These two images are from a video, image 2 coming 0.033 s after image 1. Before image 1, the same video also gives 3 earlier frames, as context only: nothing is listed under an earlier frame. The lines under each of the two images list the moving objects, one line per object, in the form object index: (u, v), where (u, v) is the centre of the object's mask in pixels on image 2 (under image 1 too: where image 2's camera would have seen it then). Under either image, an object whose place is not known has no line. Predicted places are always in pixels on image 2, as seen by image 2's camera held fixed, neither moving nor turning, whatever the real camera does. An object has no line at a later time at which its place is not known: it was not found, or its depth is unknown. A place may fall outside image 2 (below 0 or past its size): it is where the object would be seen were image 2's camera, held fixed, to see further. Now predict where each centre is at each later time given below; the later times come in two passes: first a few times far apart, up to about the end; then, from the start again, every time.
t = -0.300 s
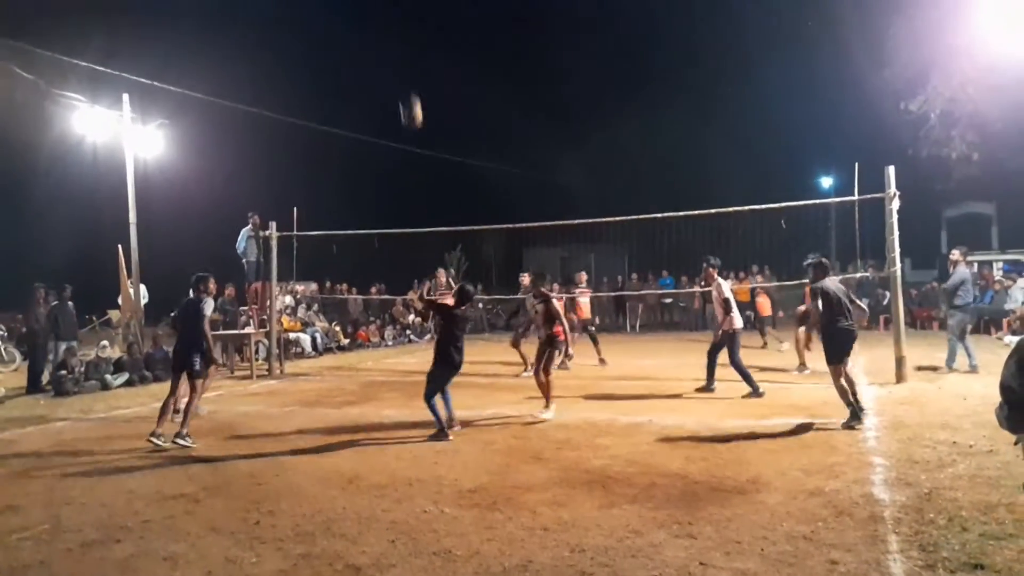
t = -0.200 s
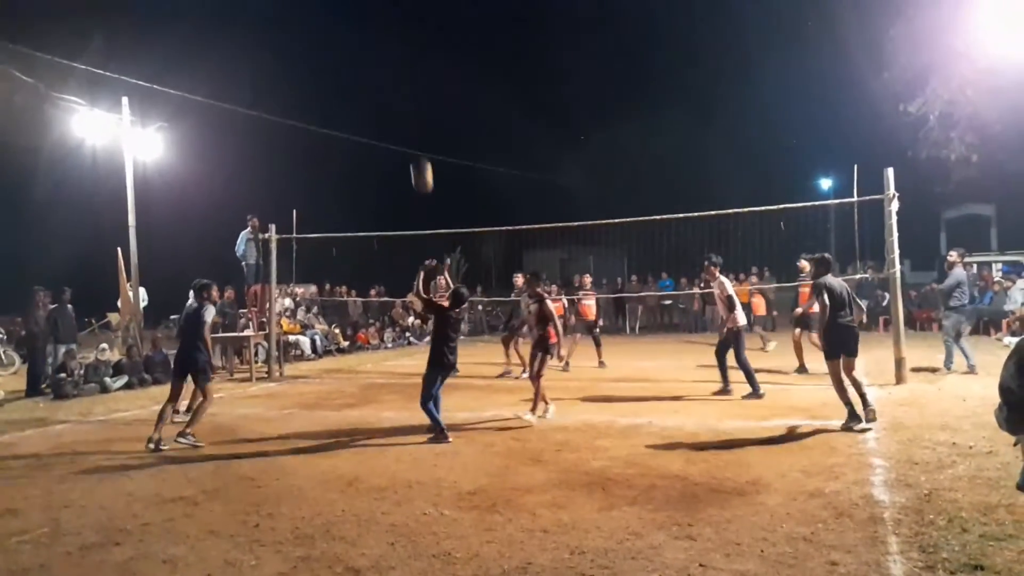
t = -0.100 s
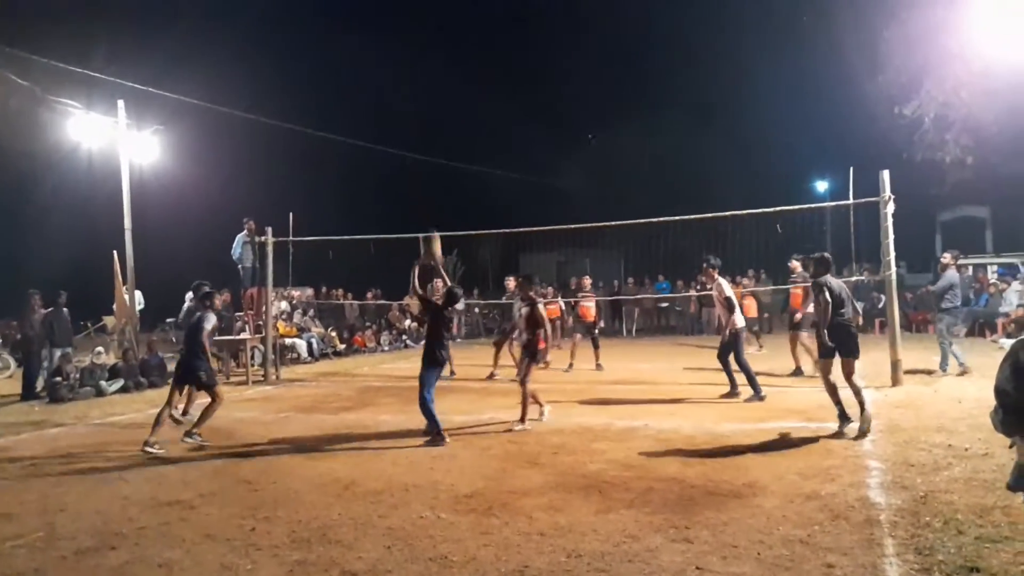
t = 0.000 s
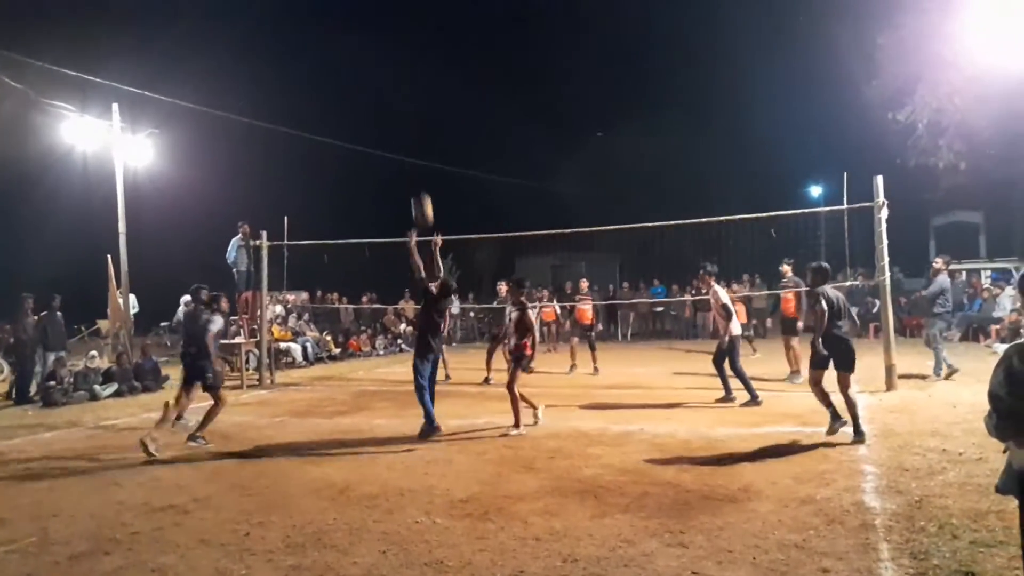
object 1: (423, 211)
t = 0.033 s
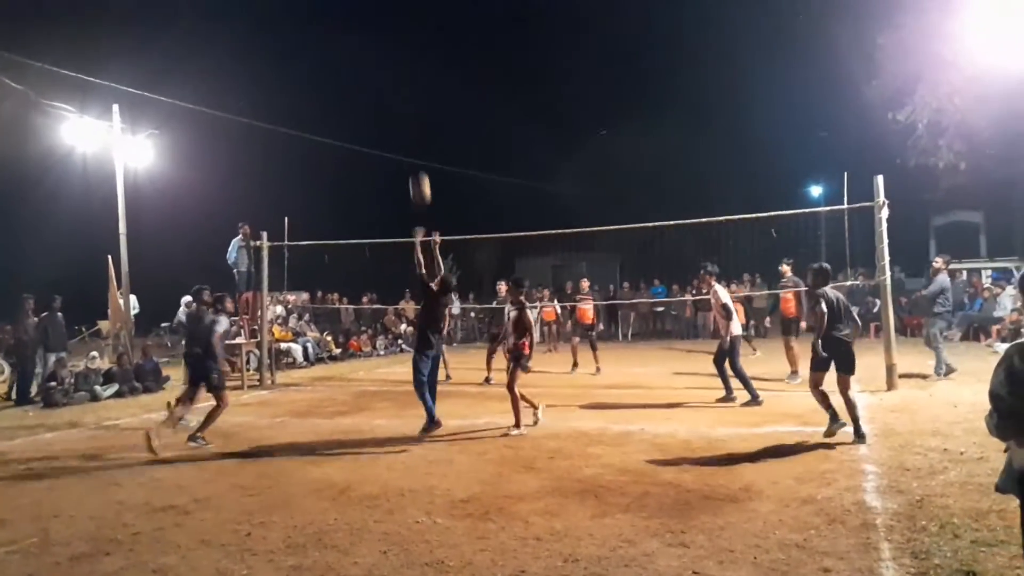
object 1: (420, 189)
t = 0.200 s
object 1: (408, 100)
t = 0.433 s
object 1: (393, 27)
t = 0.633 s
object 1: (385, 8)
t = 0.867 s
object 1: (377, 25)
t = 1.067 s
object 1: (373, 71)
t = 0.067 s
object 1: (418, 169)
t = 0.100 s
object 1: (415, 148)
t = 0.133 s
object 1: (413, 131)
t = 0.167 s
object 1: (410, 115)
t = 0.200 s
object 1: (408, 100)
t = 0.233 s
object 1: (406, 86)
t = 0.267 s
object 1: (404, 74)
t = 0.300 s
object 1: (401, 62)
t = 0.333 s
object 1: (399, 51)
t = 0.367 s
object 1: (397, 43)
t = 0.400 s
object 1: (395, 35)
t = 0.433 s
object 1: (393, 27)
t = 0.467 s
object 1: (391, 22)
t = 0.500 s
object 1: (390, 17)
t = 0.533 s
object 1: (389, 14)
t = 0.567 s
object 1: (387, 10)
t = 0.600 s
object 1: (386, 9)
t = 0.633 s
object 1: (385, 8)
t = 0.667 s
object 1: (383, 7)
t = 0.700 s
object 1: (382, 8)
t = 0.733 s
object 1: (381, 10)
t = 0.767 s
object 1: (380, 12)
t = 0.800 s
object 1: (379, 16)
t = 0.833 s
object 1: (378, 20)
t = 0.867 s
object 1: (377, 25)
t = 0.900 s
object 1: (376, 31)
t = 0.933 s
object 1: (376, 37)
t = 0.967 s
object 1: (375, 45)
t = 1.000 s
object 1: (374, 53)
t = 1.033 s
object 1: (374, 62)
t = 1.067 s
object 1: (373, 71)
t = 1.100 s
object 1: (373, 81)
